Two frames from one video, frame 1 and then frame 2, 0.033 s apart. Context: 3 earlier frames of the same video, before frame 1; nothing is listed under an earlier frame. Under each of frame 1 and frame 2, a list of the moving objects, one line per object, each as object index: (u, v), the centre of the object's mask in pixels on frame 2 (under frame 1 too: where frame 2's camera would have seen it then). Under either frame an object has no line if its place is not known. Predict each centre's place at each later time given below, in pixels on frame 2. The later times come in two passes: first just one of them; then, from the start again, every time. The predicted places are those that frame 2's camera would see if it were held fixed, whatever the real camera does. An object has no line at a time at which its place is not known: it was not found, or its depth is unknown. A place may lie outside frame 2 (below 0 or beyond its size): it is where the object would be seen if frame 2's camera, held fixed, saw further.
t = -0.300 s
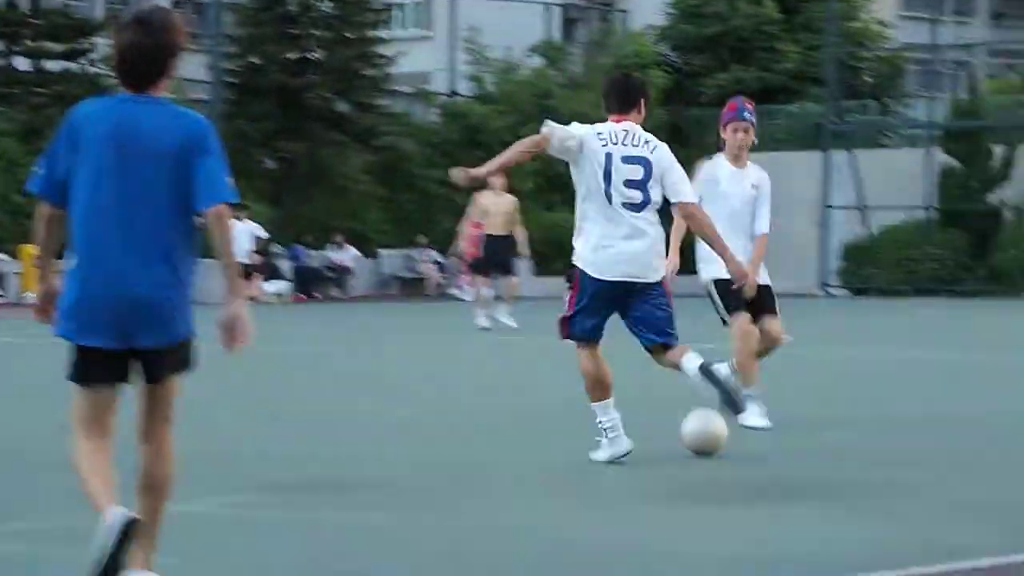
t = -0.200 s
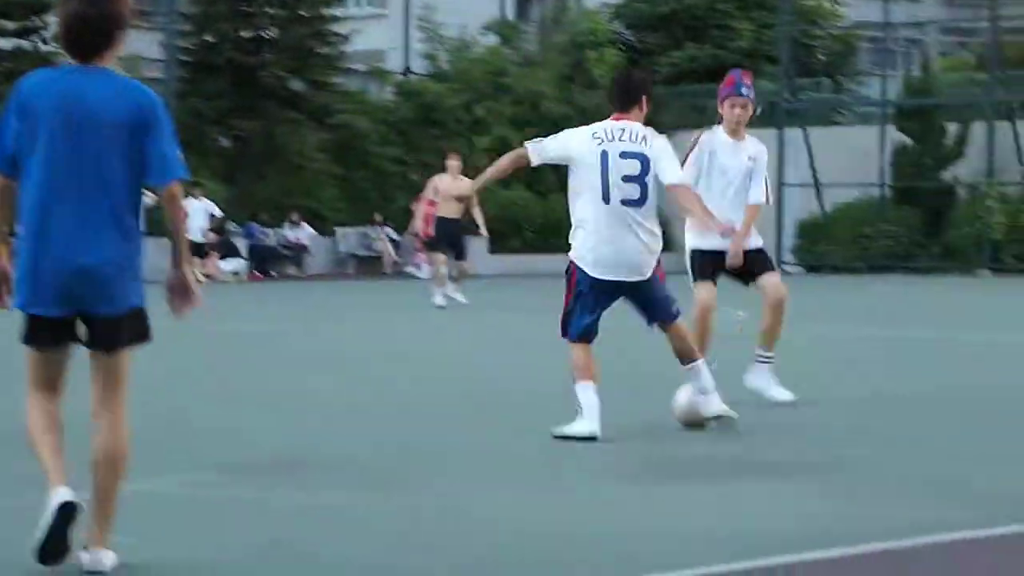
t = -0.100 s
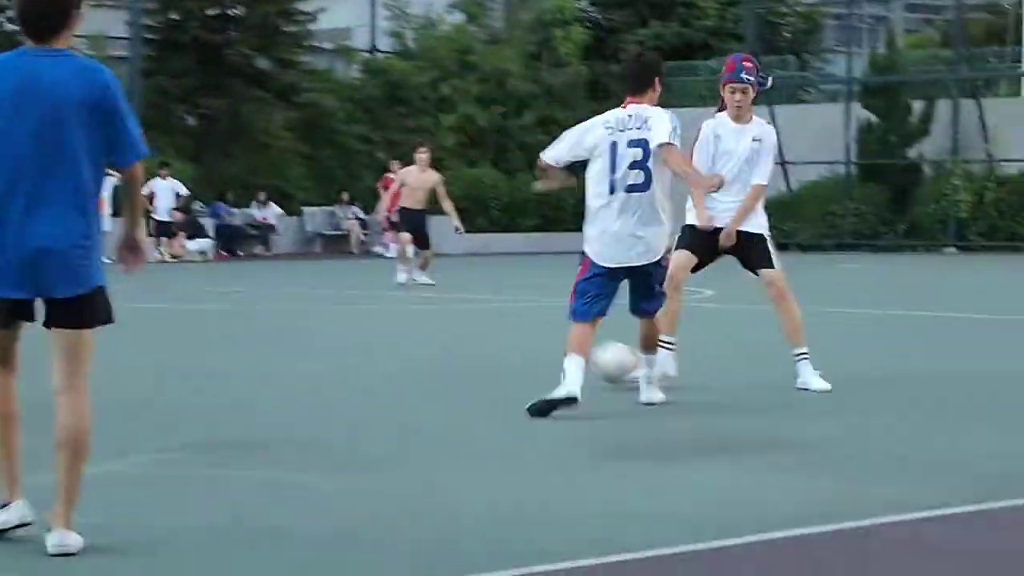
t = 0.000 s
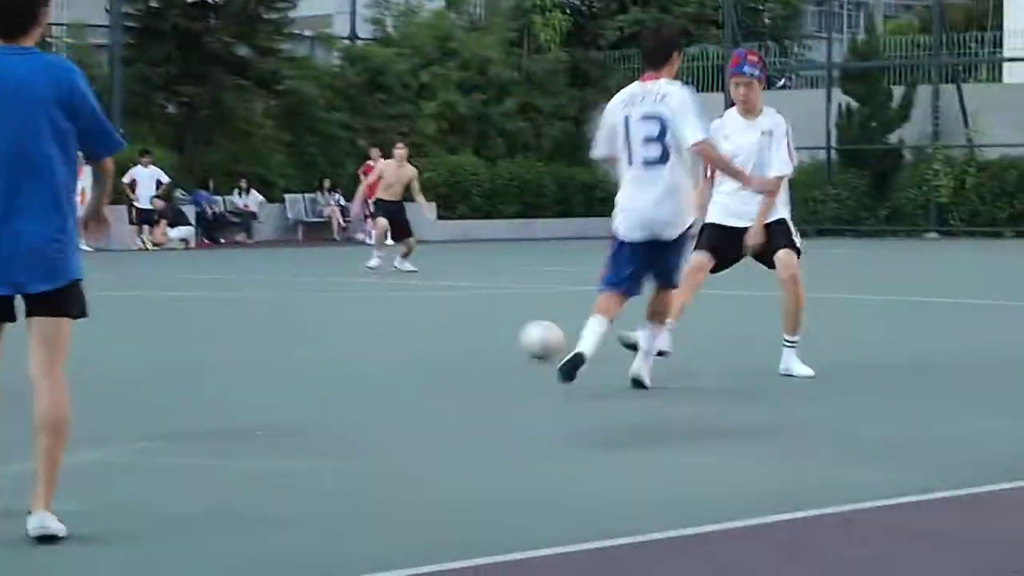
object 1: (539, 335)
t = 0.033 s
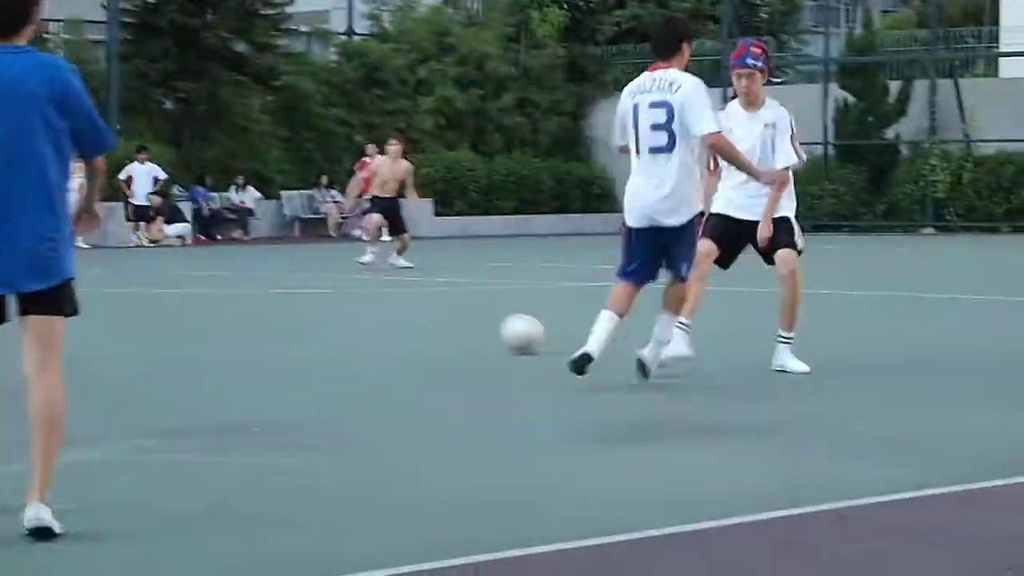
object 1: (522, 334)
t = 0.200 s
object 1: (473, 320)
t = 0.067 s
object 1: (510, 326)
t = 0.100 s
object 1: (501, 322)
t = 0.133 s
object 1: (491, 321)
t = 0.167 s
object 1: (480, 321)
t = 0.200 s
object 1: (473, 320)
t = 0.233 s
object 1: (466, 313)
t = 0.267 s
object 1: (461, 309)
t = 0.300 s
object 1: (456, 307)
